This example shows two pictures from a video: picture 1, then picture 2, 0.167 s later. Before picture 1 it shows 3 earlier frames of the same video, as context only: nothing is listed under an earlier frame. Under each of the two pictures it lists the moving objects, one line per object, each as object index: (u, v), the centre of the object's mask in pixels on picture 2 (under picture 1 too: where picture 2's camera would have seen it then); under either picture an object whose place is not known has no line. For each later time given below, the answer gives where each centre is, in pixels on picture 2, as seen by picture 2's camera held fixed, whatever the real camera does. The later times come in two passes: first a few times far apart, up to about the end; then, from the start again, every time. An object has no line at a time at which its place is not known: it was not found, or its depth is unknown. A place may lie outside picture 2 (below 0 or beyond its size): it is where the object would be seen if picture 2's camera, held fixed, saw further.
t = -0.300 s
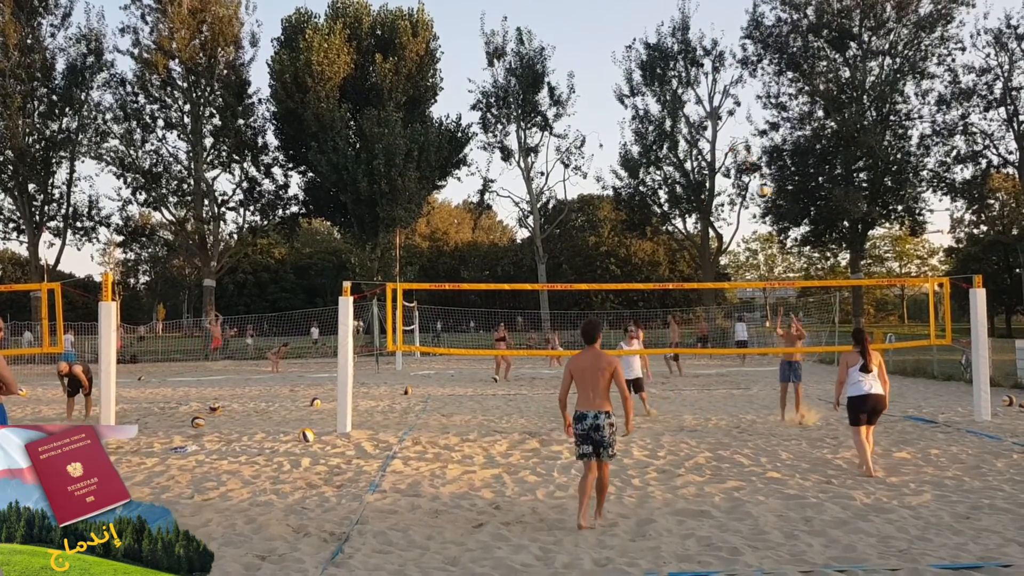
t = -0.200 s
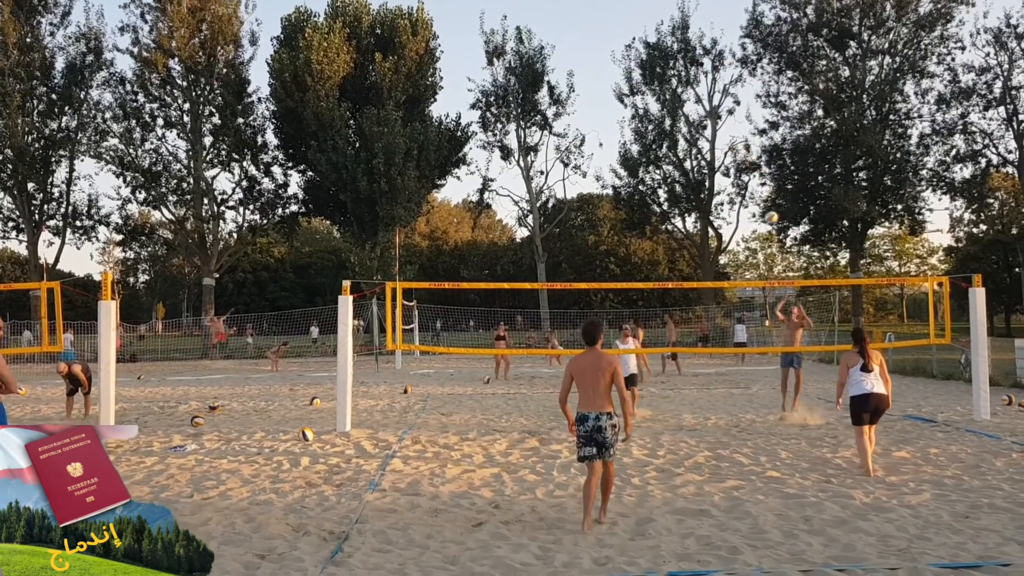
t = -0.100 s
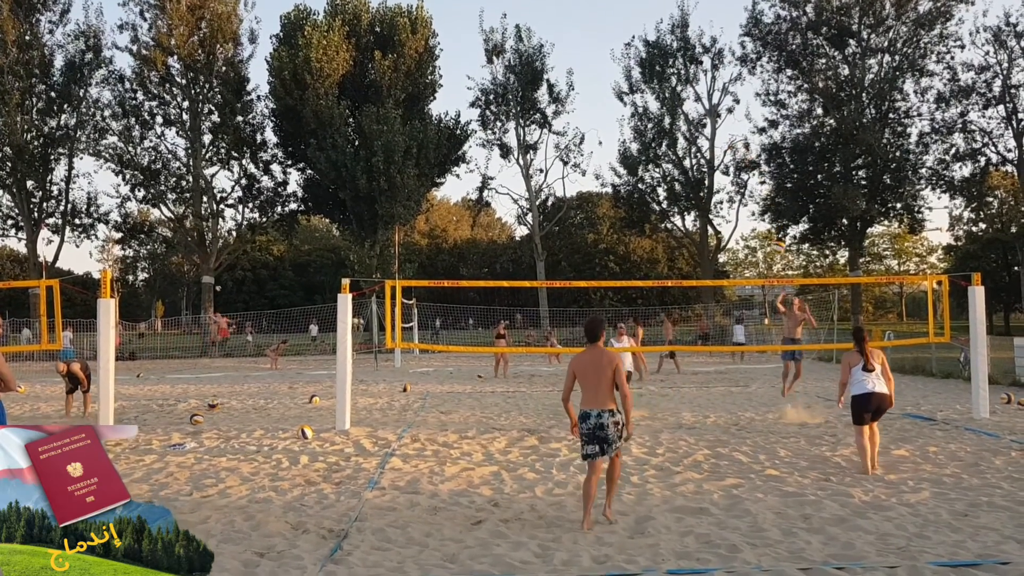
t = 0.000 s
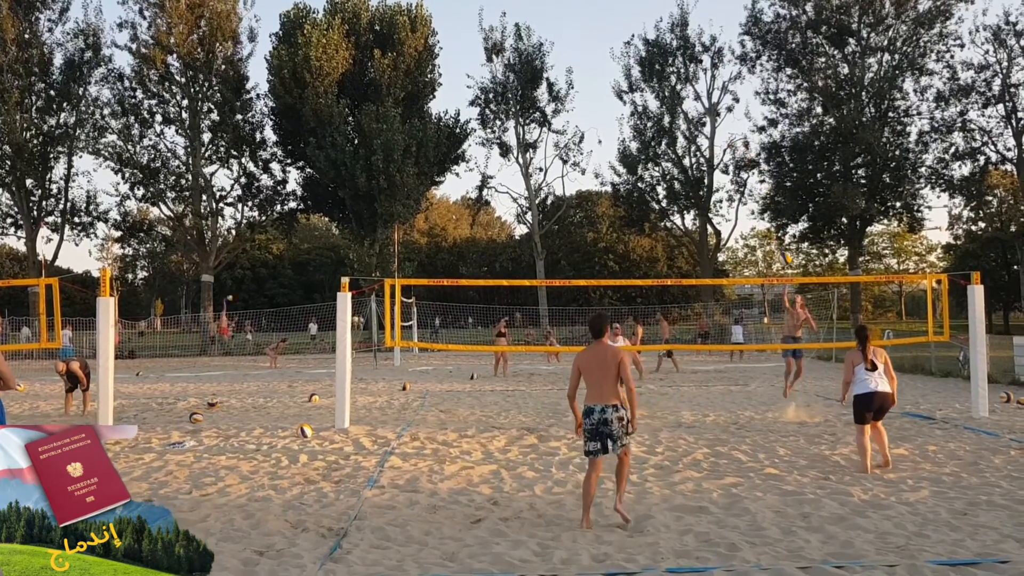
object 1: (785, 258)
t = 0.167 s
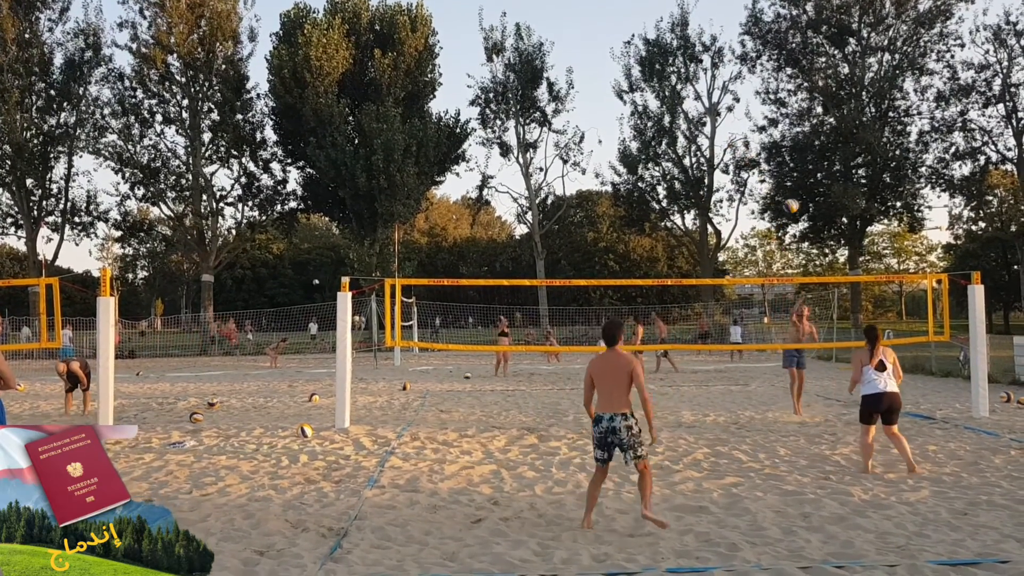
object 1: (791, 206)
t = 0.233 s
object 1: (795, 188)
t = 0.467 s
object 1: (807, 147)
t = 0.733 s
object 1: (825, 145)
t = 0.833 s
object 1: (834, 159)
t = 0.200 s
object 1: (793, 196)
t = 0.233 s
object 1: (795, 188)
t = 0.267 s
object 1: (796, 180)
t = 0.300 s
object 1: (798, 173)
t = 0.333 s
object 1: (800, 167)
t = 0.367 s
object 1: (801, 161)
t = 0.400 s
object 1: (803, 155)
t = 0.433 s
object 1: (805, 151)
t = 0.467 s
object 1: (807, 147)
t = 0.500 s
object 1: (809, 144)
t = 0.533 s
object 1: (811, 142)
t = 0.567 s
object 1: (814, 140)
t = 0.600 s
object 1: (816, 139)
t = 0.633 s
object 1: (818, 139)
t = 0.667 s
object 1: (820, 140)
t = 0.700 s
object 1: (823, 142)
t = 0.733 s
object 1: (825, 145)
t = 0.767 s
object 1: (828, 148)
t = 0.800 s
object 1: (831, 153)
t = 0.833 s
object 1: (834, 159)
